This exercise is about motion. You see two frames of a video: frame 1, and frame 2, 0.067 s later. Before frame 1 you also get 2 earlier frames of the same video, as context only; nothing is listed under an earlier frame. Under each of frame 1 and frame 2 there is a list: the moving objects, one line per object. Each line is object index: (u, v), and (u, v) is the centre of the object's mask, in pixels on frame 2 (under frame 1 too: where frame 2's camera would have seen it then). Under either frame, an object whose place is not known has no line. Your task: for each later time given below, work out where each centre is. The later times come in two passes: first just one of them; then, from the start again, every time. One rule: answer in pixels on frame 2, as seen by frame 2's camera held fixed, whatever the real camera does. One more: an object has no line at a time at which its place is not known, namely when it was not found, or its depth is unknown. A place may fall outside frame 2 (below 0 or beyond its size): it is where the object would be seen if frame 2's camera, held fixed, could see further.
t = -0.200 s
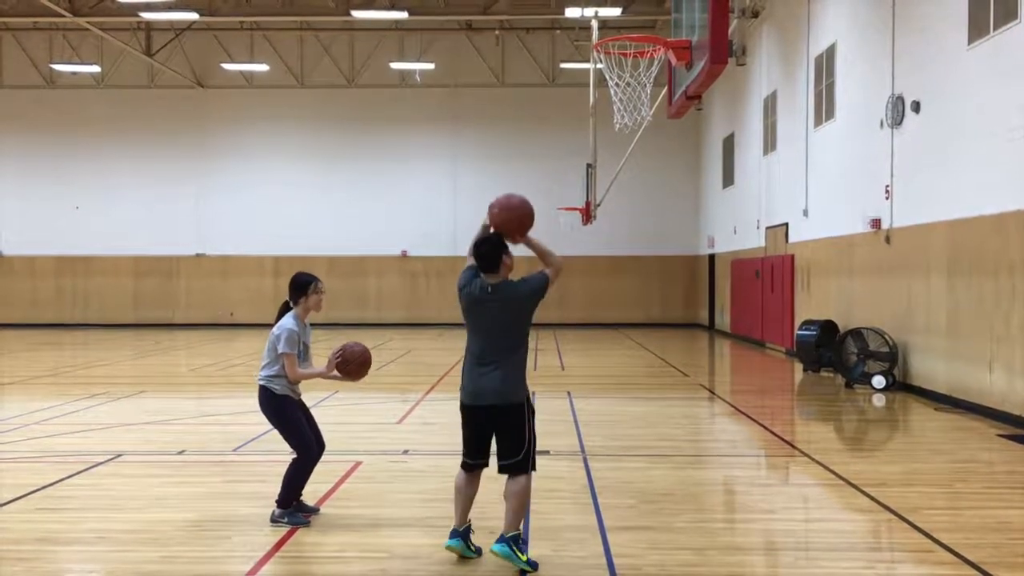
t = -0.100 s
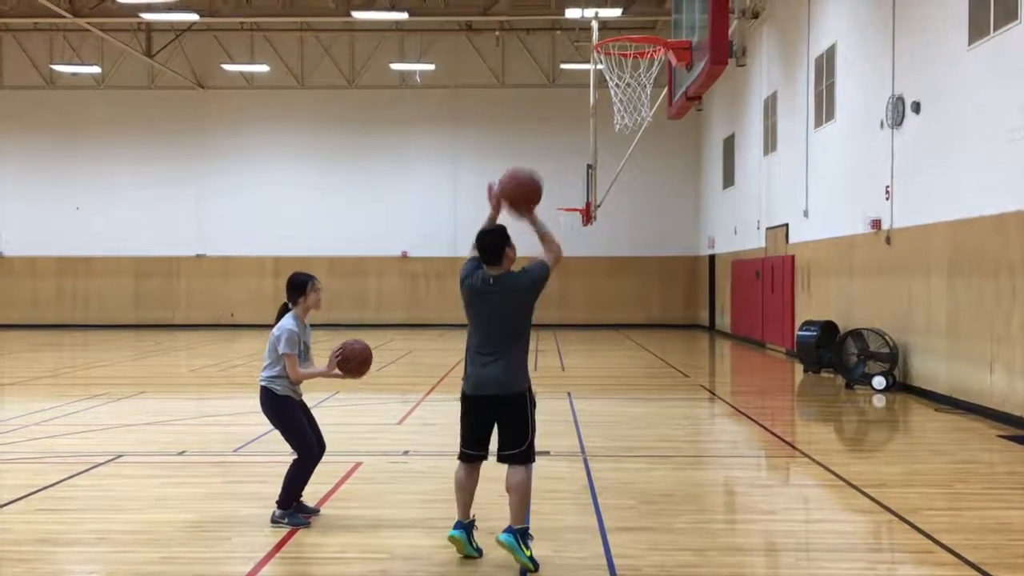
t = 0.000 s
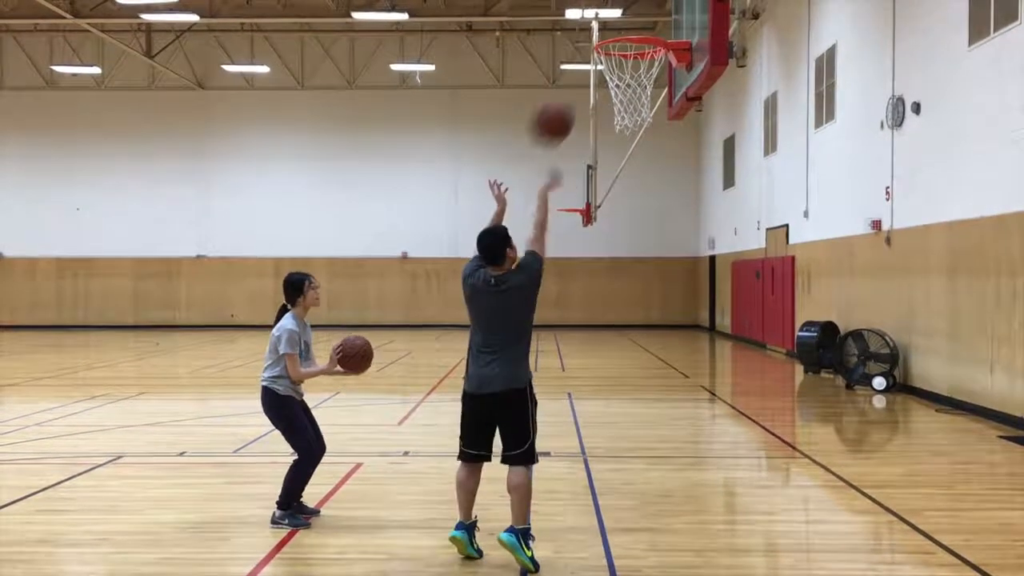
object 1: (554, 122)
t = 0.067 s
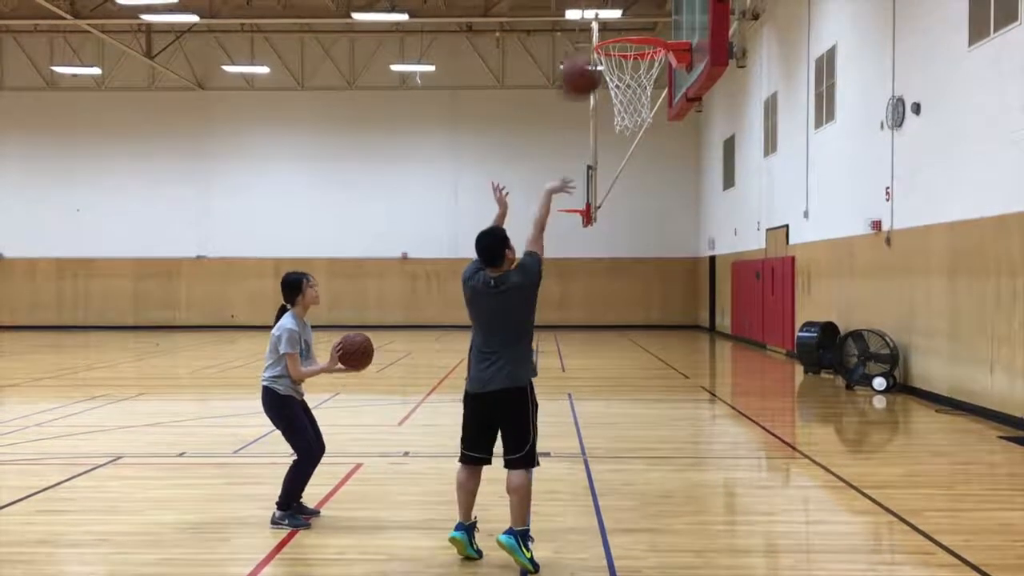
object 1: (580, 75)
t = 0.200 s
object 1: (631, 17)
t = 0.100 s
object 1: (594, 59)
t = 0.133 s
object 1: (606, 42)
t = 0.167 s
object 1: (620, 29)
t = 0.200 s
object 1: (631, 17)
